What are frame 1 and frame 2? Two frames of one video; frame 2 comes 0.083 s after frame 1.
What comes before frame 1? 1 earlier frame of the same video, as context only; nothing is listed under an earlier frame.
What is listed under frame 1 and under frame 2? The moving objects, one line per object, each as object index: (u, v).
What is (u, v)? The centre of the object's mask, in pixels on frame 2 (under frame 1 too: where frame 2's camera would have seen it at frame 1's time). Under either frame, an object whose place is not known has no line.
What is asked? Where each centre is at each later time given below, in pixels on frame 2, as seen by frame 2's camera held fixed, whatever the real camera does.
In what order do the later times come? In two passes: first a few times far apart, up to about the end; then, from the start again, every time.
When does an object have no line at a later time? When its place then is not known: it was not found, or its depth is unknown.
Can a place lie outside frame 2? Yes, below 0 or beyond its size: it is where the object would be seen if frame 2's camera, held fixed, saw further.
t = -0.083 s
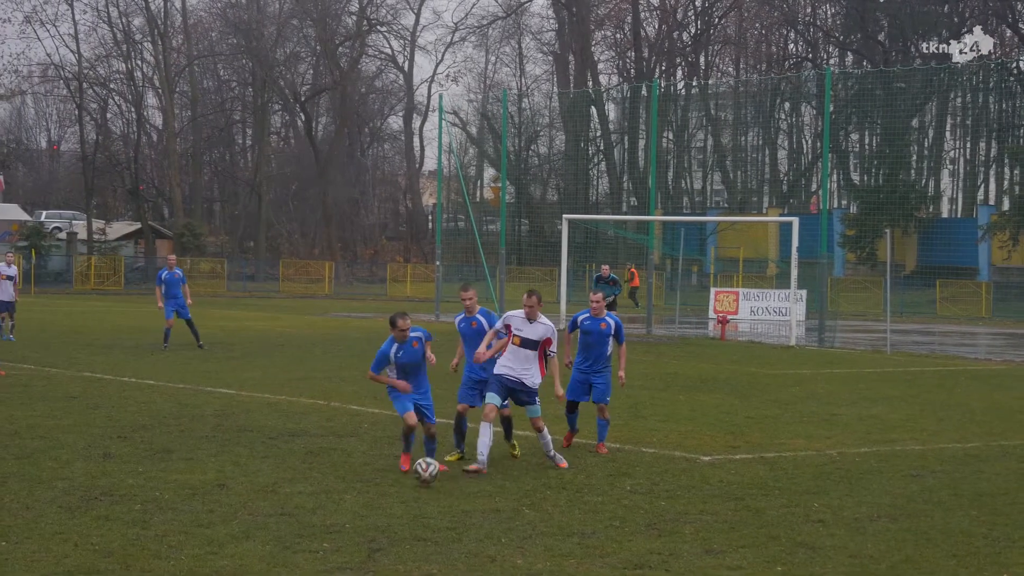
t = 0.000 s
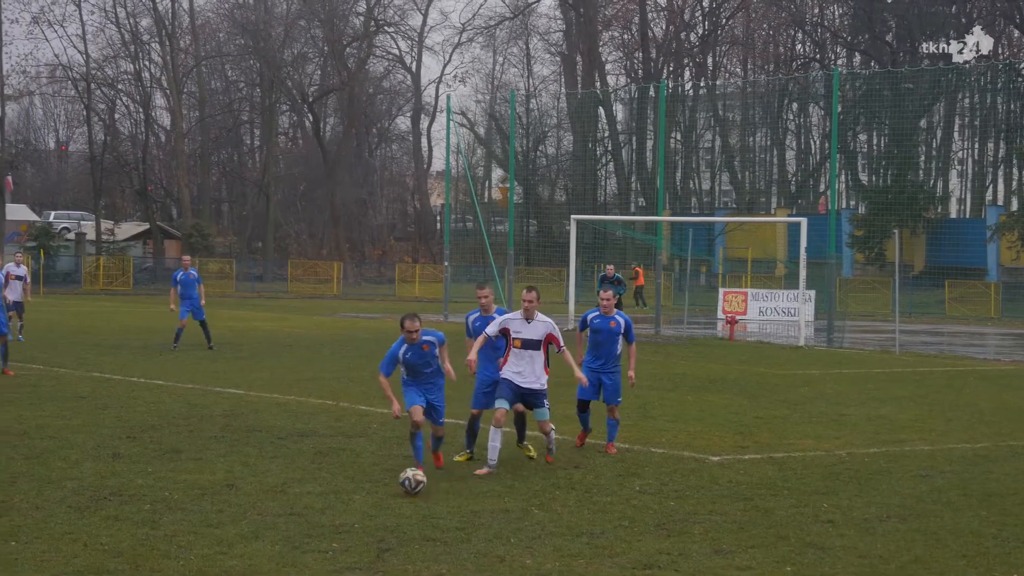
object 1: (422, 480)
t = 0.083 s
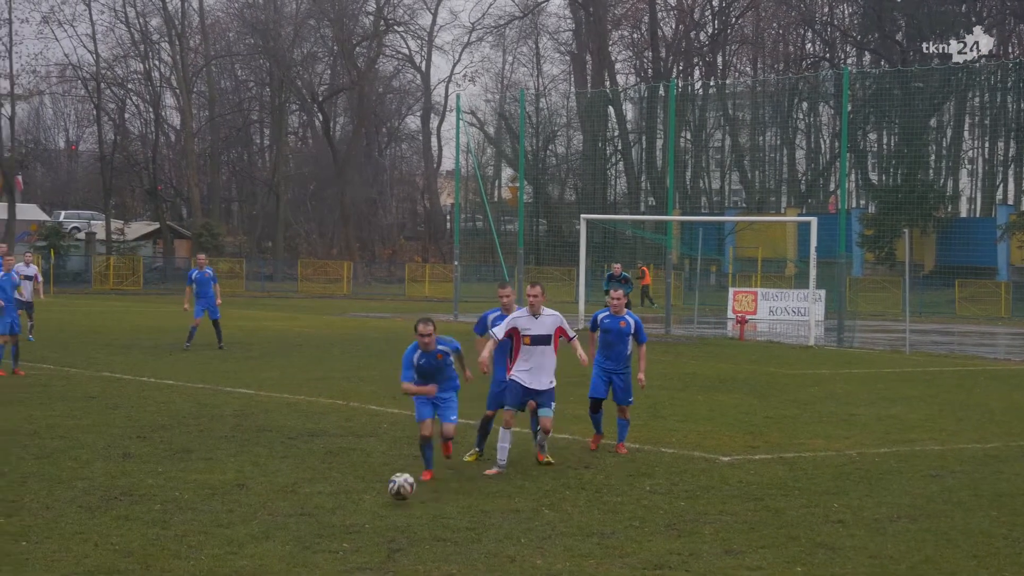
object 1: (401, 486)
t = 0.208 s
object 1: (368, 502)
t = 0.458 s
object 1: (307, 529)
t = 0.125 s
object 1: (390, 493)
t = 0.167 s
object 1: (378, 500)
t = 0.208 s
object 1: (368, 502)
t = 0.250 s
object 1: (359, 506)
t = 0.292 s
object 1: (348, 511)
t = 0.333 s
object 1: (337, 518)
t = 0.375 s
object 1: (328, 518)
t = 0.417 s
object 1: (317, 523)
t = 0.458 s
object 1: (307, 529)
